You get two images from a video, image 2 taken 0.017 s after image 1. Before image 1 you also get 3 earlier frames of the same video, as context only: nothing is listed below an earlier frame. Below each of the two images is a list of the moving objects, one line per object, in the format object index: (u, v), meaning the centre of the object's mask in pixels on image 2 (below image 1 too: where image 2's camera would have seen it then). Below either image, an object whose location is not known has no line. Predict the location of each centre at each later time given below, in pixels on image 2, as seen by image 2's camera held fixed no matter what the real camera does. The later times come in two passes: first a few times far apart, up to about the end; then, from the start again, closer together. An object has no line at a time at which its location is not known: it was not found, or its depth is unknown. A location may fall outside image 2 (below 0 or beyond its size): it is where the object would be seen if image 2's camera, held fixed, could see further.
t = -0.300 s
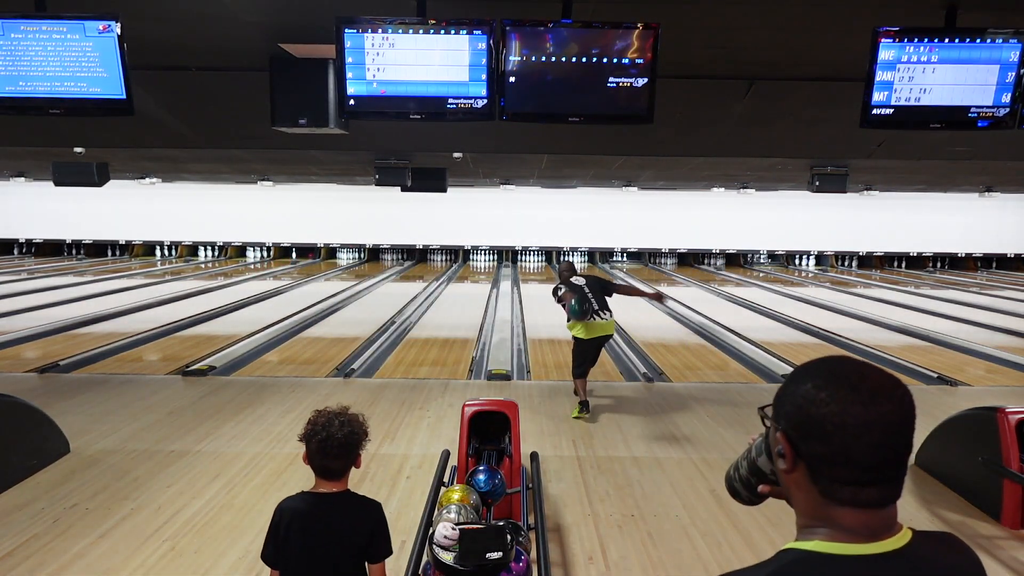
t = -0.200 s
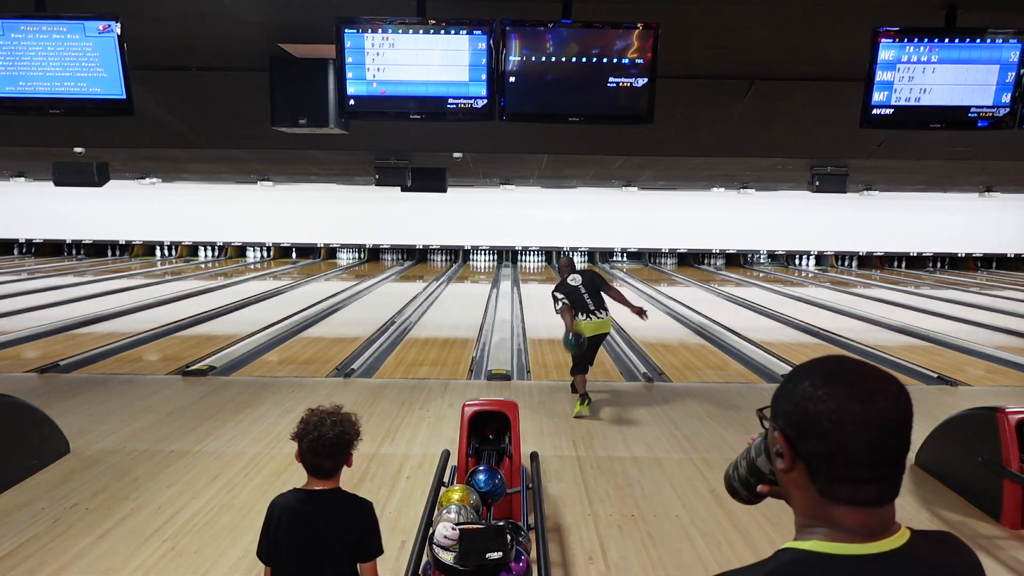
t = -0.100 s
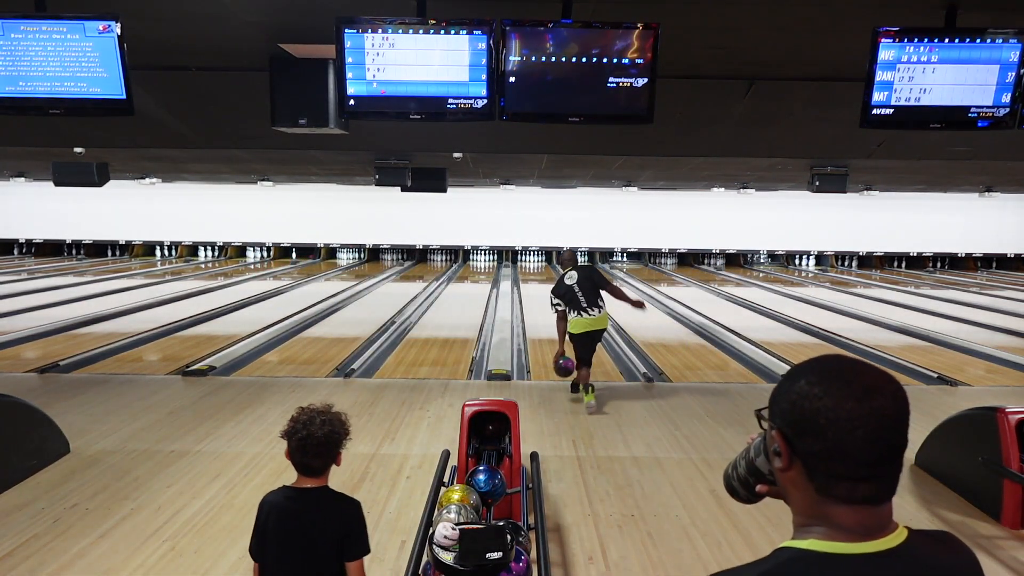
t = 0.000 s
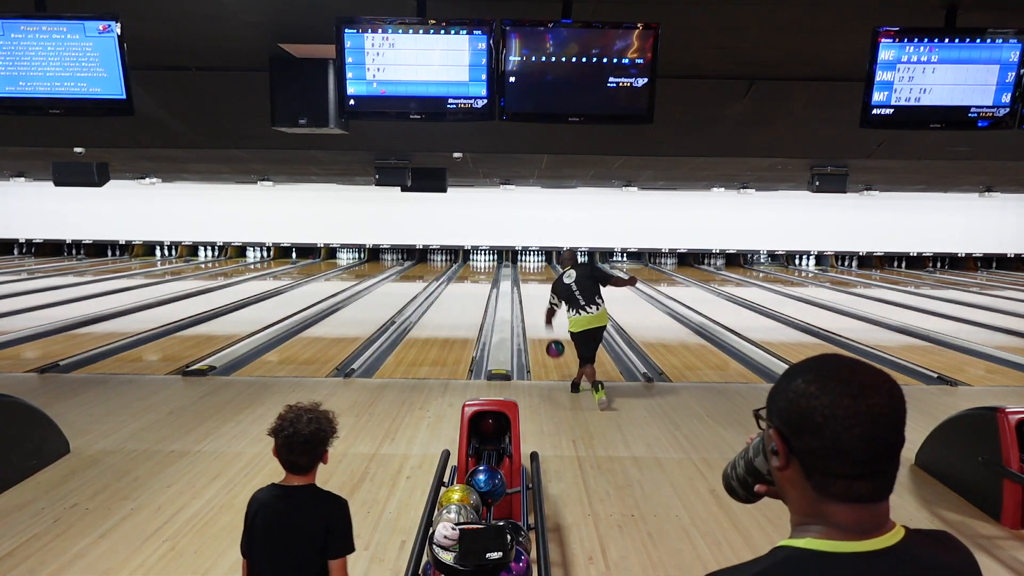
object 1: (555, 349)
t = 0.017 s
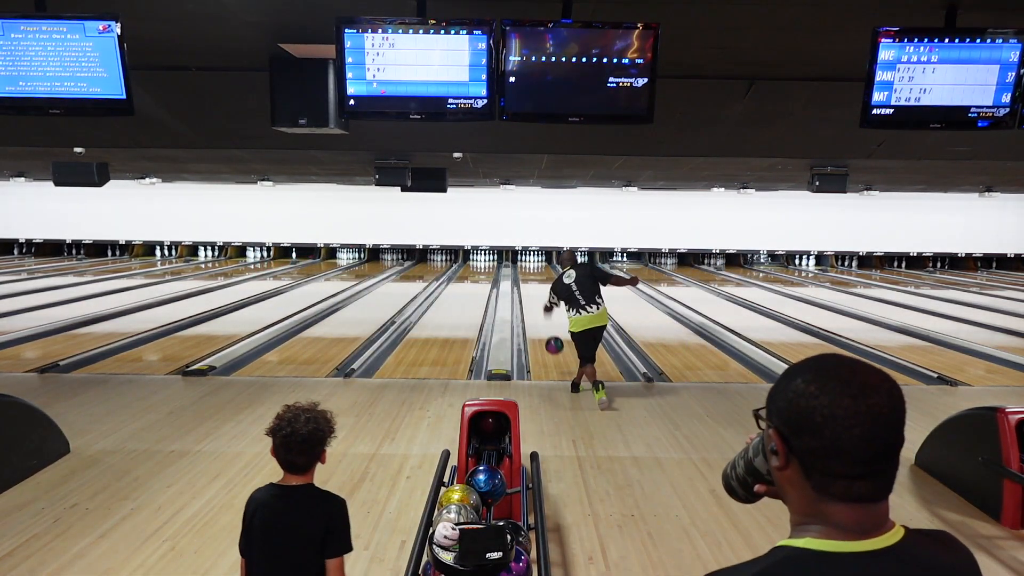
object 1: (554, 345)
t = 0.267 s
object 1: (544, 325)
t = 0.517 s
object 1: (538, 311)
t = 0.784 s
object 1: (534, 295)
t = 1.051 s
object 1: (531, 283)
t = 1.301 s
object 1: (530, 275)
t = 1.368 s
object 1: (529, 274)
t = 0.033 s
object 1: (553, 341)
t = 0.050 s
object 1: (553, 339)
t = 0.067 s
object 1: (552, 336)
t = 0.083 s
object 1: (551, 334)
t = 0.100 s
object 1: (550, 332)
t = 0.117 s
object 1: (550, 330)
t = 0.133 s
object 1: (549, 329)
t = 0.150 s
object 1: (548, 328)
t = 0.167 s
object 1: (548, 327)
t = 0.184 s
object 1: (547, 326)
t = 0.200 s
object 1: (547, 325)
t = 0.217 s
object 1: (546, 325)
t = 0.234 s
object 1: (545, 325)
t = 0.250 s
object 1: (545, 325)
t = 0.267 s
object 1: (544, 325)
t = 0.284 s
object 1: (544, 326)
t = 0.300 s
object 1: (543, 326)
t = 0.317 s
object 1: (543, 327)
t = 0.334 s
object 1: (542, 326)
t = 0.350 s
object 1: (542, 324)
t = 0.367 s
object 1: (542, 322)
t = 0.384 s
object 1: (541, 321)
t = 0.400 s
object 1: (541, 319)
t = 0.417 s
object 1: (540, 318)
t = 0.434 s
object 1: (540, 317)
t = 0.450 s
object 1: (540, 316)
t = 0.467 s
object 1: (539, 315)
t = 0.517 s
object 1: (538, 311)
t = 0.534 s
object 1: (538, 310)
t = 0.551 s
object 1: (538, 309)
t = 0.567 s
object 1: (537, 308)
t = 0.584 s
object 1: (537, 307)
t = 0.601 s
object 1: (537, 306)
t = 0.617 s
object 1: (537, 305)
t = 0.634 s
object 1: (536, 304)
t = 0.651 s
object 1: (536, 303)
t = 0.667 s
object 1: (536, 301)
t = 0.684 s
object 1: (536, 300)
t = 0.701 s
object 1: (535, 299)
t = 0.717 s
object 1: (535, 299)
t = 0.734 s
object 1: (535, 298)
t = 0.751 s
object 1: (534, 297)
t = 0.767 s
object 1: (534, 296)
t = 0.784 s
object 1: (534, 295)
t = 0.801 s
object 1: (534, 294)
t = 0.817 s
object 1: (534, 293)
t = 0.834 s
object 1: (533, 293)
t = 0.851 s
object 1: (533, 292)
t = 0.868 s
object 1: (533, 291)
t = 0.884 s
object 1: (533, 290)
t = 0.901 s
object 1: (533, 290)
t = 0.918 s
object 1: (533, 289)
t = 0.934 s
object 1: (532, 288)
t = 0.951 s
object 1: (532, 287)
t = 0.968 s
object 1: (532, 287)
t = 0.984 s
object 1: (532, 286)
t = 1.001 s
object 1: (532, 285)
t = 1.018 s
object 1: (532, 285)
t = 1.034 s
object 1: (531, 284)
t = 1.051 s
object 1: (531, 283)
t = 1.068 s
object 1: (531, 283)
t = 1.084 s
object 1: (531, 282)
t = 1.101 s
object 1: (531, 281)
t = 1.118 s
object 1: (531, 281)
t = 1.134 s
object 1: (531, 280)
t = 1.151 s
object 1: (530, 280)
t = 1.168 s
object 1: (530, 279)
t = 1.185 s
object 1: (530, 279)
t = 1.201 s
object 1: (530, 278)
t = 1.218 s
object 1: (530, 278)
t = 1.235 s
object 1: (530, 277)
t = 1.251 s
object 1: (530, 277)
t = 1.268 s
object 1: (530, 276)
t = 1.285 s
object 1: (530, 276)
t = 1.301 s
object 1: (530, 275)
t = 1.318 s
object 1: (529, 275)
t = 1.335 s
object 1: (529, 274)
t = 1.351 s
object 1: (529, 274)
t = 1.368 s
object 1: (529, 274)
